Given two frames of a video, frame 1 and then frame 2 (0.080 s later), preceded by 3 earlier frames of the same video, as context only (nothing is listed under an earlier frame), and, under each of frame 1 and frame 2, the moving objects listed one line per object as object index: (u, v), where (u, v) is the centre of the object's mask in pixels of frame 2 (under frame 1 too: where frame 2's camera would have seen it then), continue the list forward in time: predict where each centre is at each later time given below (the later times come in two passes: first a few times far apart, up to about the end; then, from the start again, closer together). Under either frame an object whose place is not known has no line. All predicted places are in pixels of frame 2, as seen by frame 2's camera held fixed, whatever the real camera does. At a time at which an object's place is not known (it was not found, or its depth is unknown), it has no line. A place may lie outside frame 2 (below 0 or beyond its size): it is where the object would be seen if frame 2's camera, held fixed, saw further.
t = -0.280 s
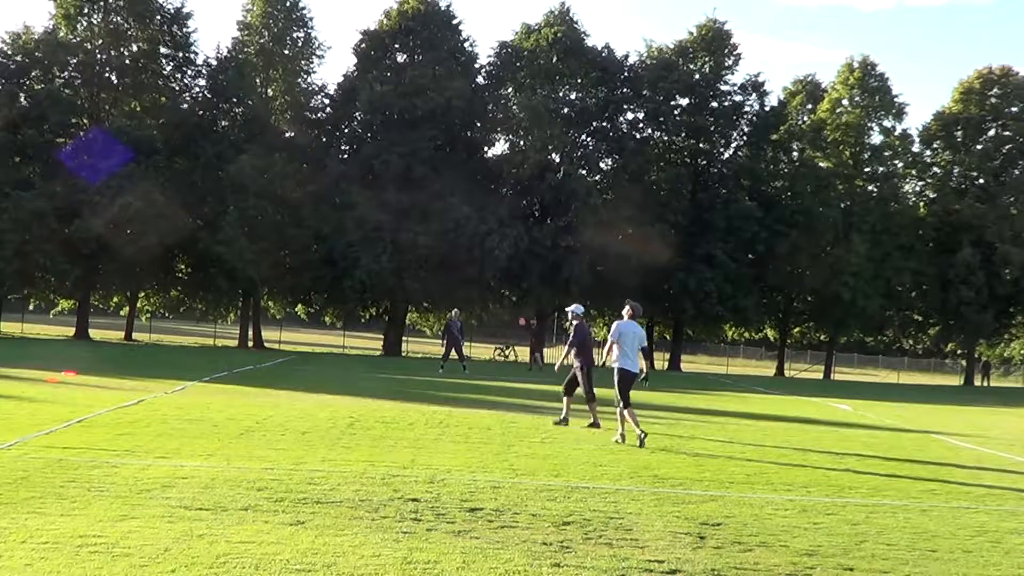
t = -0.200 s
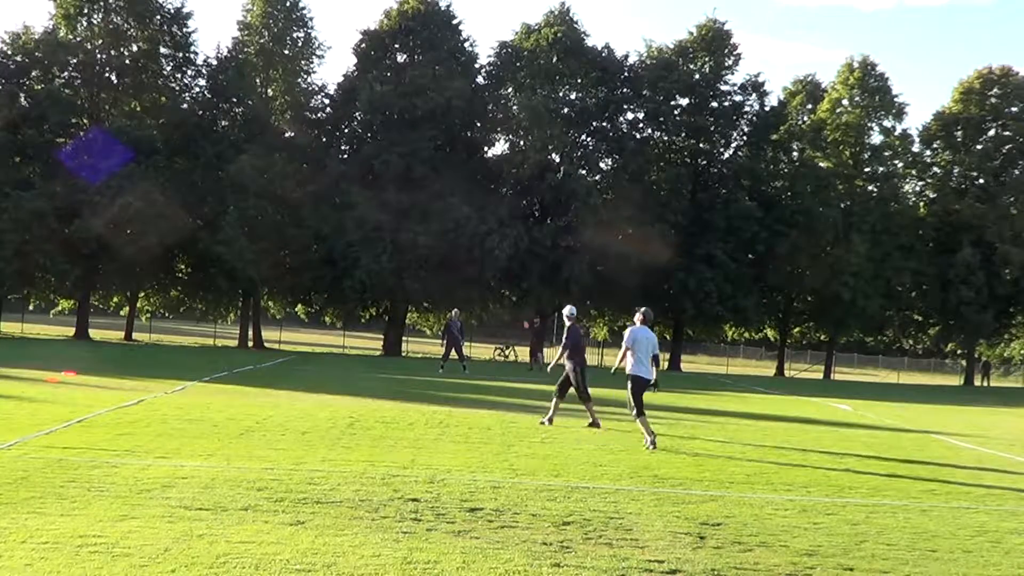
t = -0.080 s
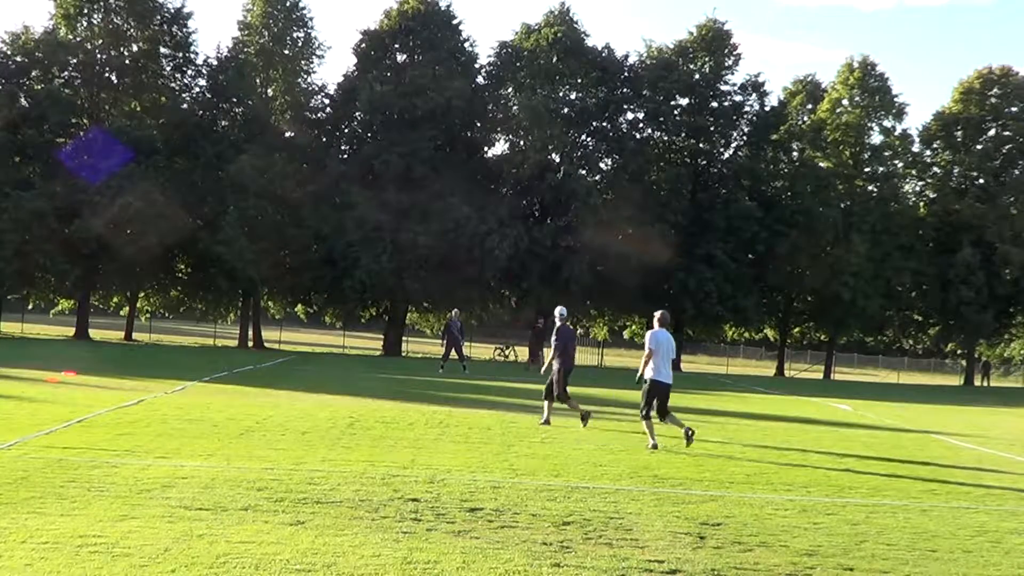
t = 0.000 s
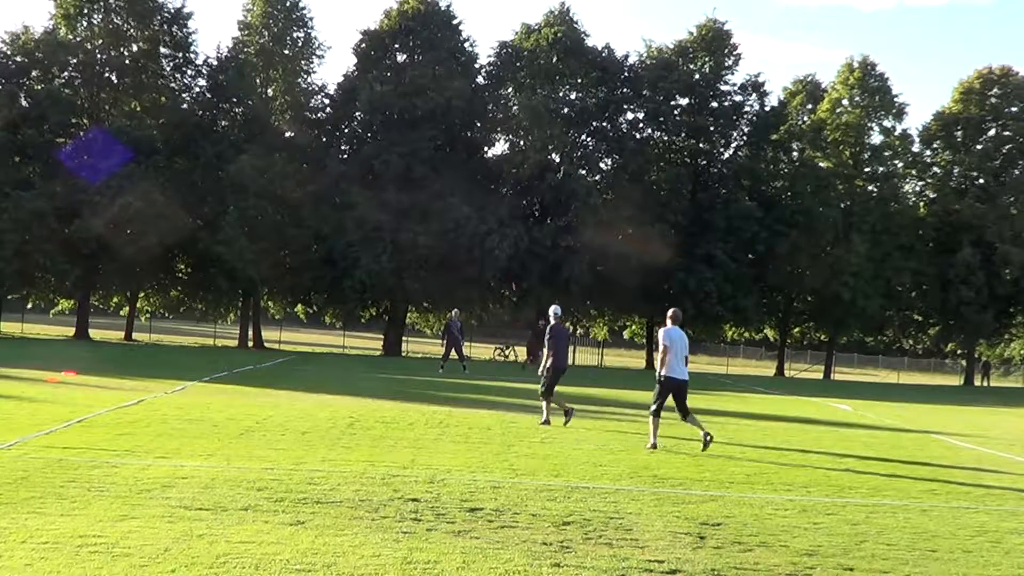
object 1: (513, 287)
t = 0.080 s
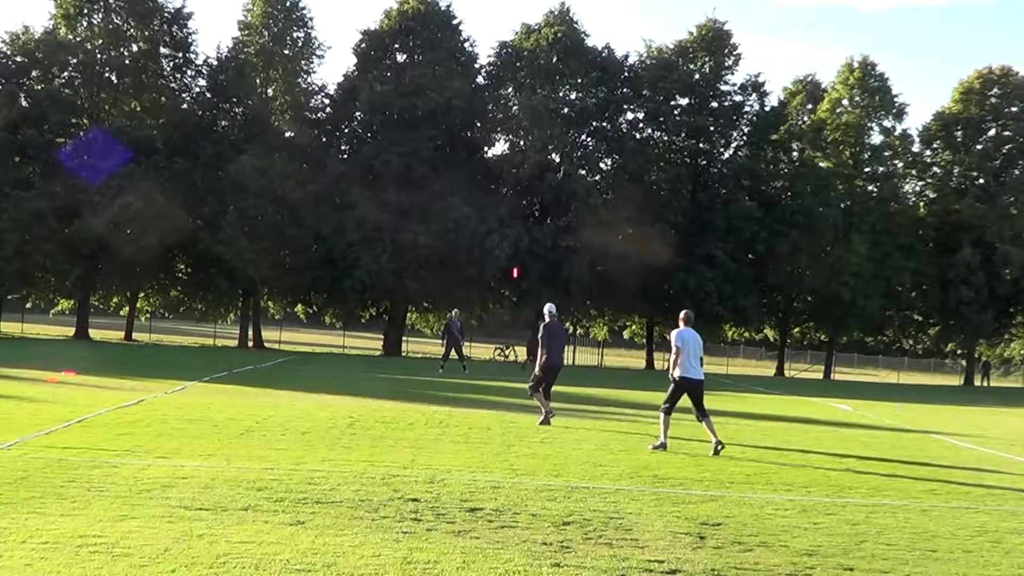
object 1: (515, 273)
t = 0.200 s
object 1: (517, 255)
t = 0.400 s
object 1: (522, 239)
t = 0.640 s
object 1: (523, 238)
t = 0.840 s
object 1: (516, 252)
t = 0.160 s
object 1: (516, 261)
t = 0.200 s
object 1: (517, 255)
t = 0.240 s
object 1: (518, 250)
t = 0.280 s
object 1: (519, 246)
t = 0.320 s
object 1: (520, 243)
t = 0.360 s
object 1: (521, 240)
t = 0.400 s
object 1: (522, 239)
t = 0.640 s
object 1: (523, 238)
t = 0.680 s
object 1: (523, 239)
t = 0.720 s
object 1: (521, 242)
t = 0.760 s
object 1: (520, 244)
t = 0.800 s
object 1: (518, 248)
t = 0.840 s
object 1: (516, 252)
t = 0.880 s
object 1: (513, 256)
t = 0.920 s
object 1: (510, 262)
